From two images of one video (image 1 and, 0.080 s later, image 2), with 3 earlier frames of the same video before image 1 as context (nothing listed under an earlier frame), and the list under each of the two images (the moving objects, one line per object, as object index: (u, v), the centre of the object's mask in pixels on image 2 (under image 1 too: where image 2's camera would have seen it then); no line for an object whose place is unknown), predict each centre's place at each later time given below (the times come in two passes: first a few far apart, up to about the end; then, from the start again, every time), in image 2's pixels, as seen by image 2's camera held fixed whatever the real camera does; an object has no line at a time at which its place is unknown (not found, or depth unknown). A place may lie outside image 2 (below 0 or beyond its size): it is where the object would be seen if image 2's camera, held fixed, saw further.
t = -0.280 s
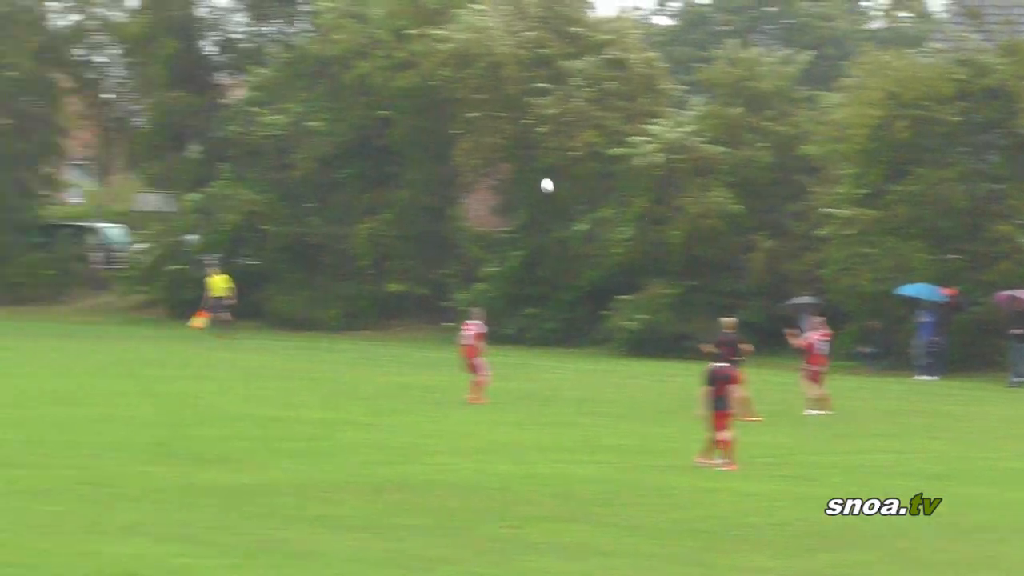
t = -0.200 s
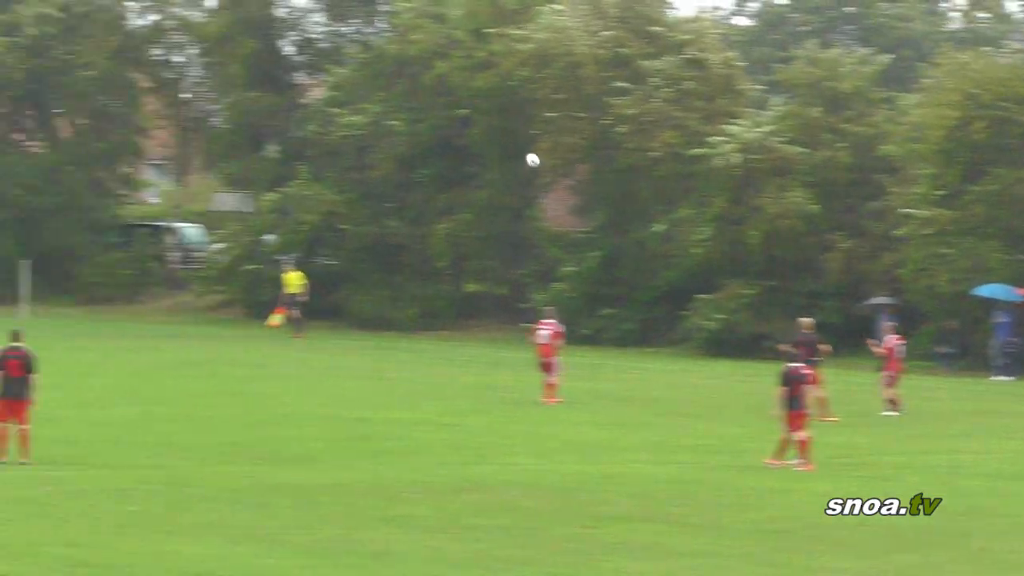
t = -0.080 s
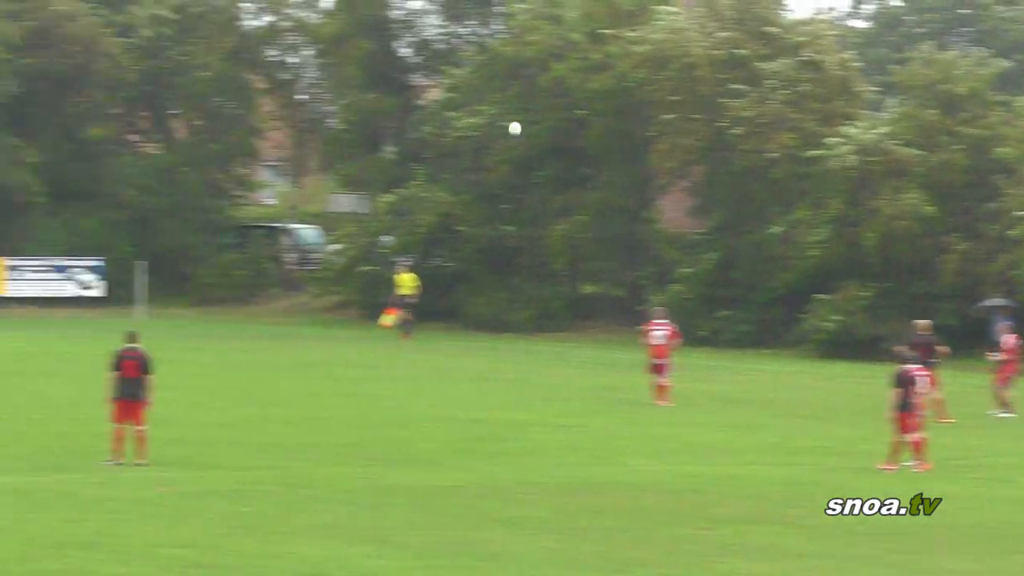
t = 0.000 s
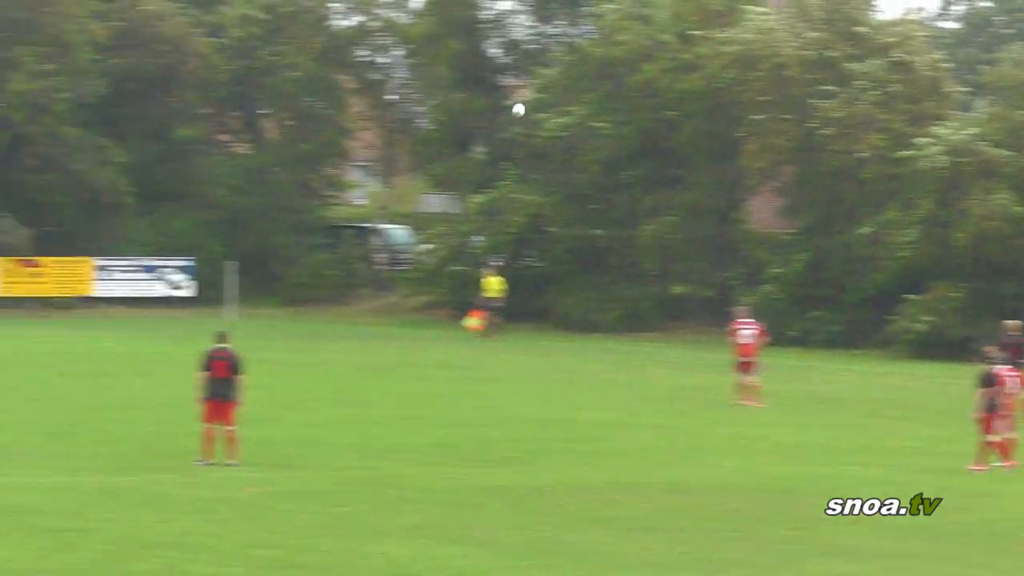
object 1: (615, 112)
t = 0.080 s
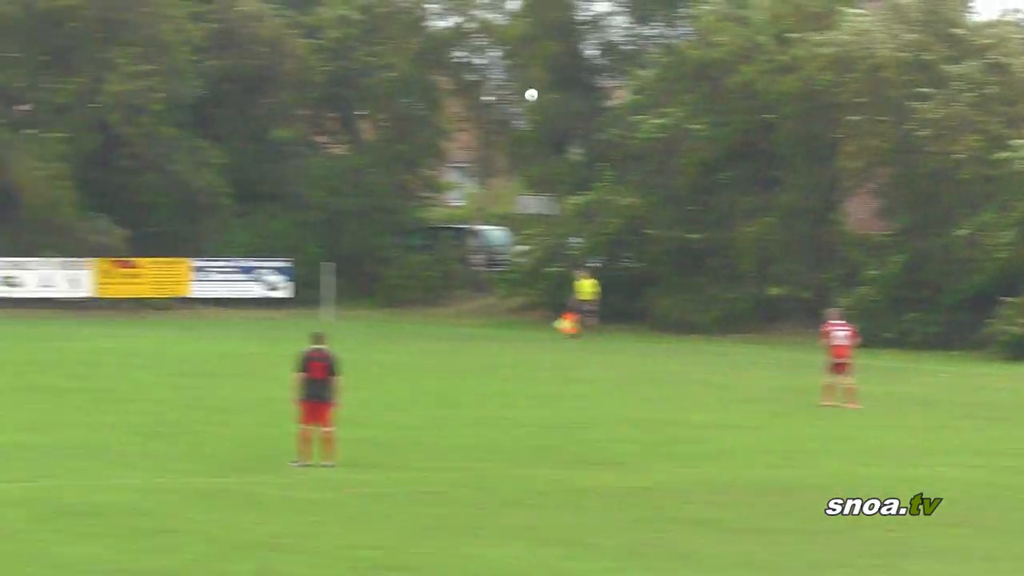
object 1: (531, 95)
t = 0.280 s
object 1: (336, 59)
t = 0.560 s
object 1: (65, 45)
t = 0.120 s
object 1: (490, 86)
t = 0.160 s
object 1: (449, 80)
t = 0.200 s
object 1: (409, 72)
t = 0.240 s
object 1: (373, 65)
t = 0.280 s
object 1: (336, 59)
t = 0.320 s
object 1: (295, 58)
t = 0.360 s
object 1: (256, 56)
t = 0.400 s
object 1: (217, 52)
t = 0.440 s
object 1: (180, 51)
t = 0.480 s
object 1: (141, 48)
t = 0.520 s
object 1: (103, 46)
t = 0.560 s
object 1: (65, 45)
